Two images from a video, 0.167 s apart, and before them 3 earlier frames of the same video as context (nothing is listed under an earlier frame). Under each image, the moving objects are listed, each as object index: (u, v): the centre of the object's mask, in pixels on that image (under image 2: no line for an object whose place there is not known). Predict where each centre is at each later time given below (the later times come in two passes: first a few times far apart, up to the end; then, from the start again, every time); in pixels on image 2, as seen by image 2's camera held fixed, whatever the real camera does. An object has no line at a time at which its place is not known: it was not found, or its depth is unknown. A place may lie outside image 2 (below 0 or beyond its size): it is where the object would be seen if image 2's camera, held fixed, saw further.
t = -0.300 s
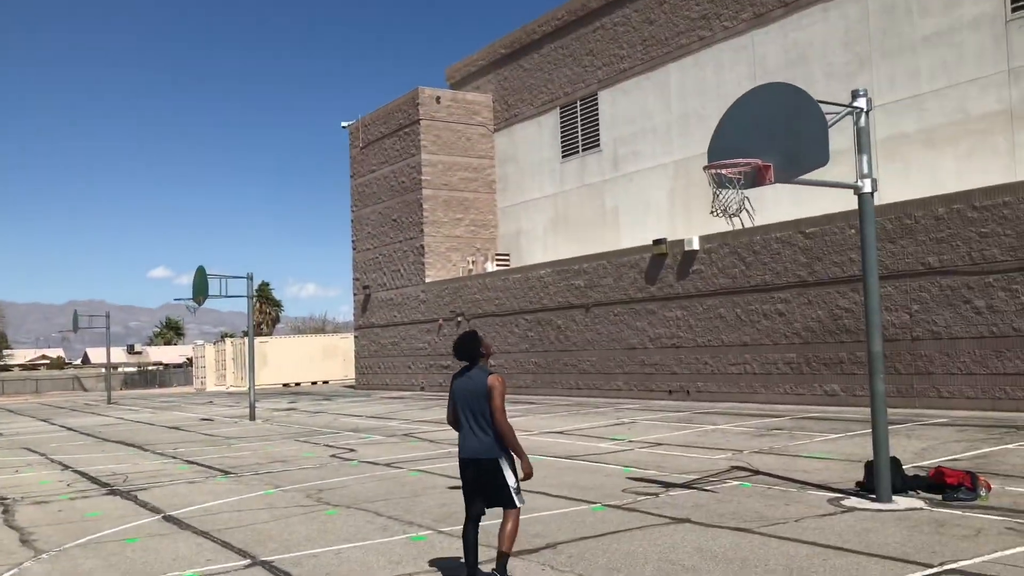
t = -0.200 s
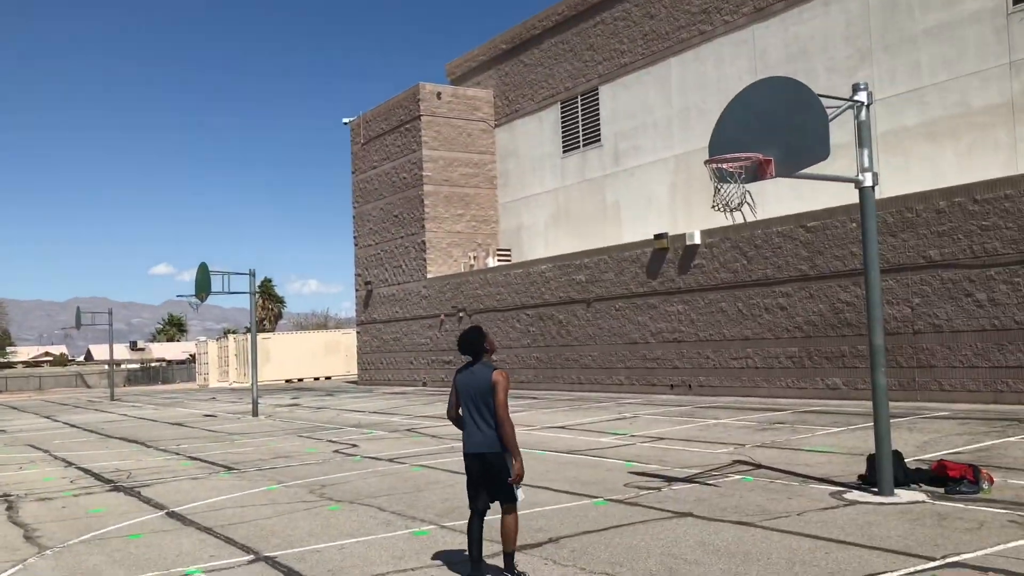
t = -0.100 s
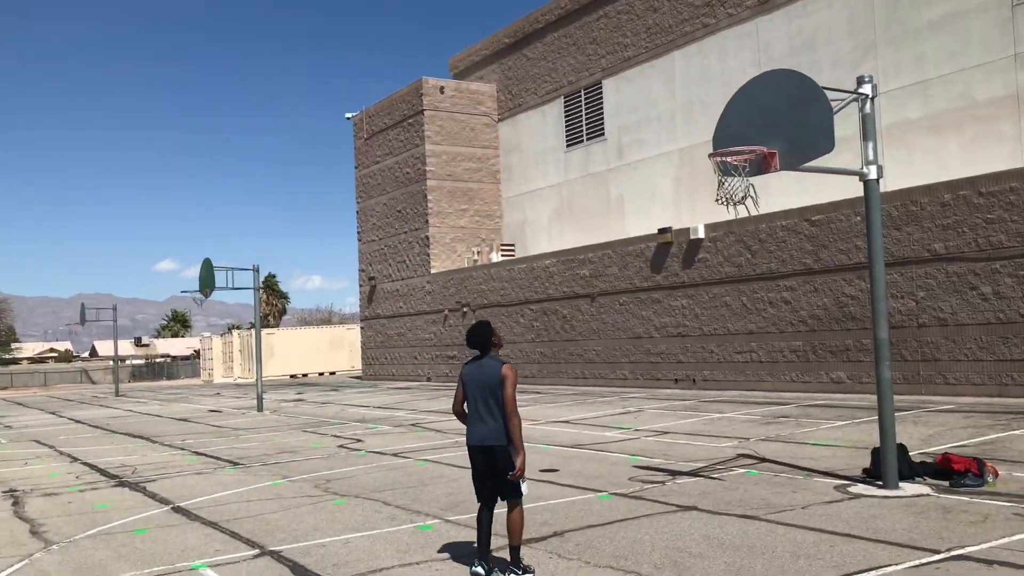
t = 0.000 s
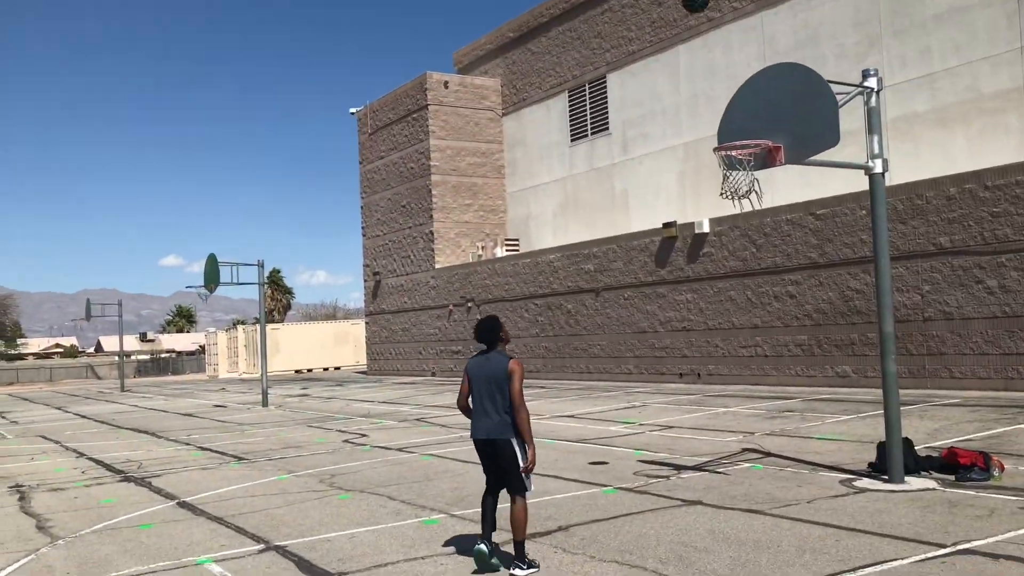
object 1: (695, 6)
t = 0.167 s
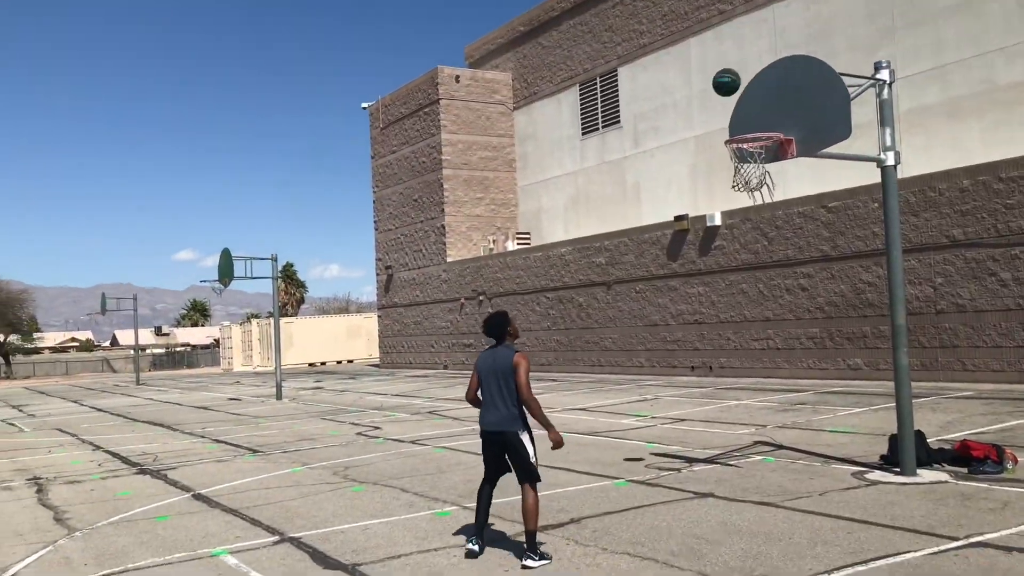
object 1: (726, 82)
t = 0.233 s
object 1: (691, 104)
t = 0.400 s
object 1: (601, 187)
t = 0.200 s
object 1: (709, 92)
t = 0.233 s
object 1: (691, 104)
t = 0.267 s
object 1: (673, 117)
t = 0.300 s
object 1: (655, 132)
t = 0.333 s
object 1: (637, 150)
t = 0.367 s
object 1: (619, 167)
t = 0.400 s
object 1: (601, 187)
